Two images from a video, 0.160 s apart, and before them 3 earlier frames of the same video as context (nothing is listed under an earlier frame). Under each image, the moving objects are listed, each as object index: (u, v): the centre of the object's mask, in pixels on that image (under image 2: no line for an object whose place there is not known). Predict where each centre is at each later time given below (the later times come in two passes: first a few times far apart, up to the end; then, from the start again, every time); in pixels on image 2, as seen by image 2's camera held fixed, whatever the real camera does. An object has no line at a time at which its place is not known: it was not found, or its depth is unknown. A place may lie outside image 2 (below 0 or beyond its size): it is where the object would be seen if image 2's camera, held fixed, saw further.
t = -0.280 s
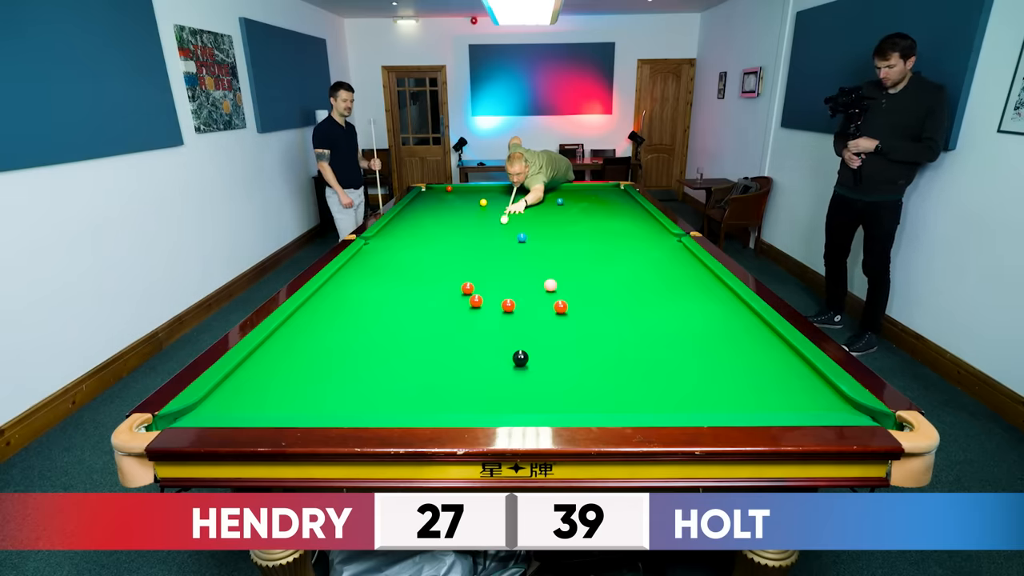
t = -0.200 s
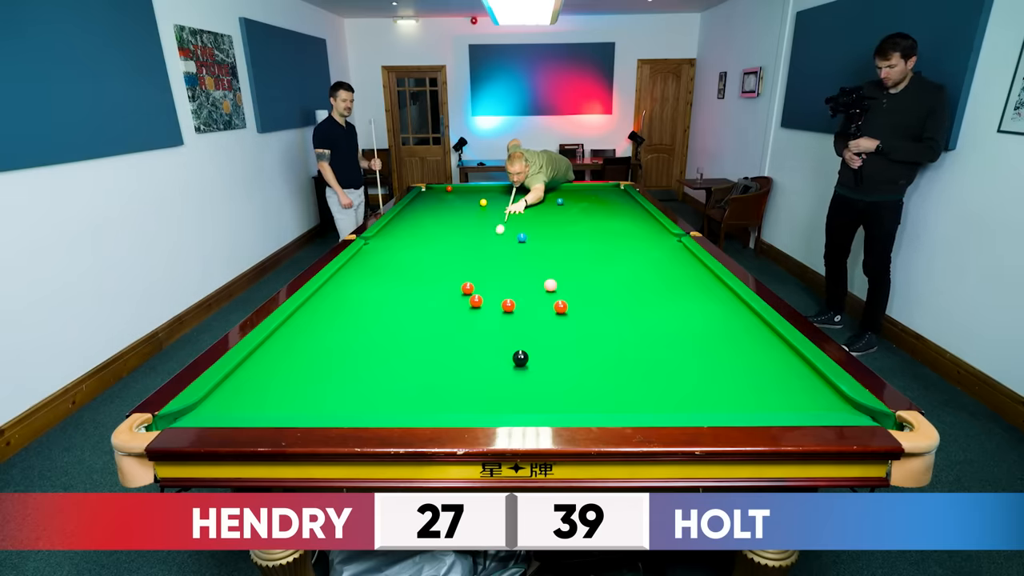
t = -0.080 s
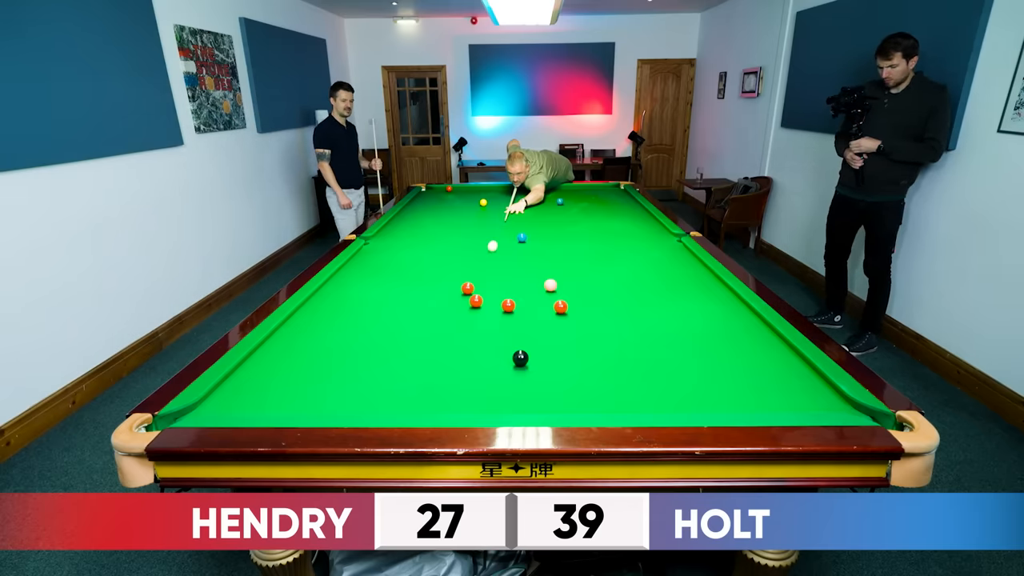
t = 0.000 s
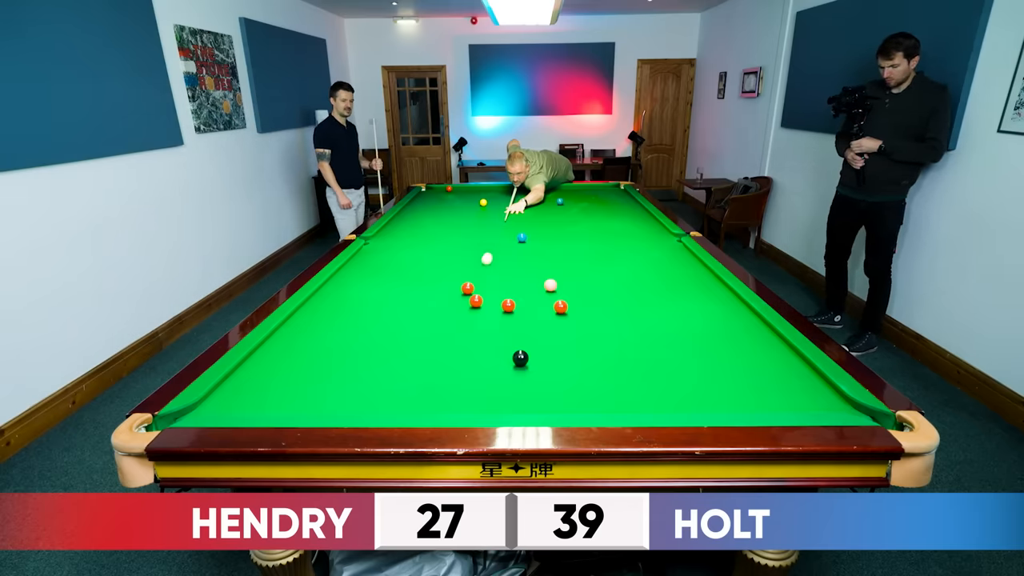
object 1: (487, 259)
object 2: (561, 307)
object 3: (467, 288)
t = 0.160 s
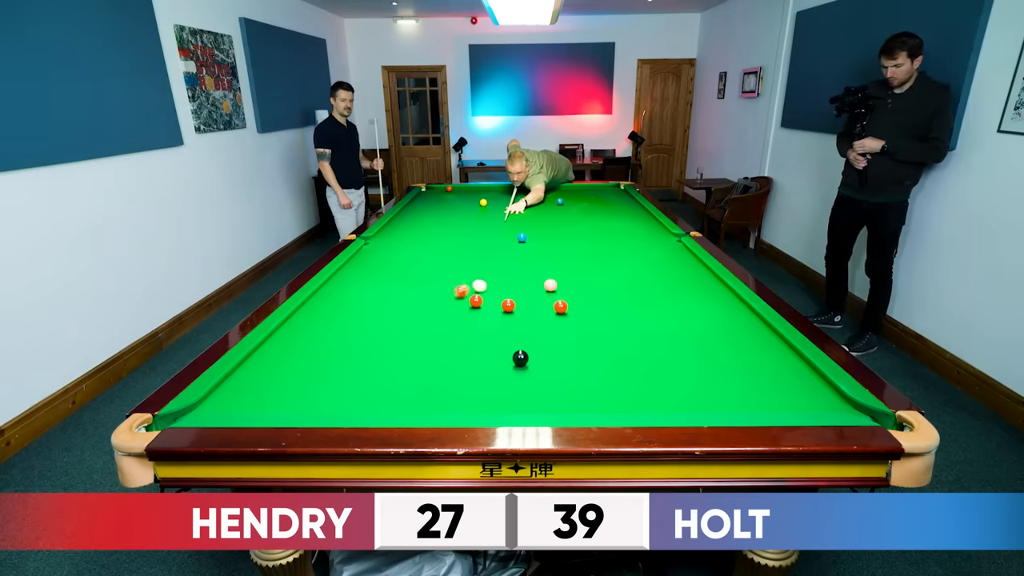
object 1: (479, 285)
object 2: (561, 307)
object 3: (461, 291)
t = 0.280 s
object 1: (501, 291)
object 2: (561, 307)
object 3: (423, 310)
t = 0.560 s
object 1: (546, 302)
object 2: (561, 307)
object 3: (326, 357)
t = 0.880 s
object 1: (568, 302)
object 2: (590, 319)
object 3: (195, 409)
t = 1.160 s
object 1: (584, 302)
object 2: (617, 330)
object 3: (235, 390)
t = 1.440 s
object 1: (598, 302)
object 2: (645, 341)
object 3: (260, 370)
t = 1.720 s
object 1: (611, 302)
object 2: (674, 353)
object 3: (280, 352)
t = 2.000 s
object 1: (622, 301)
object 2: (704, 365)
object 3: (298, 338)
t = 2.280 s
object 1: (632, 301)
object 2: (734, 377)
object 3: (313, 326)
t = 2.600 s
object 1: (641, 301)
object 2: (769, 391)
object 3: (328, 315)
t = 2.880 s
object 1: (648, 301)
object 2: (799, 403)
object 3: (339, 306)
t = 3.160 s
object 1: (653, 301)
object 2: (819, 405)
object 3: (348, 299)
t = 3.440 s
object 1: (657, 301)
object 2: (826, 400)
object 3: (357, 293)
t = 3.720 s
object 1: (659, 301)
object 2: (831, 395)
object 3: (364, 288)
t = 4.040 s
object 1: (660, 301)
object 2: (829, 392)
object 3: (372, 283)
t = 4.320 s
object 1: (660, 301)
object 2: (824, 390)
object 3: (377, 280)
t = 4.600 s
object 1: (660, 301)
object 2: (821, 389)
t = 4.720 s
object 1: (660, 301)
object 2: (821, 389)
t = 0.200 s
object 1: (487, 287)
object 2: (561, 307)
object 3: (449, 297)
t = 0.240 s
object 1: (494, 290)
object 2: (561, 307)
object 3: (436, 303)
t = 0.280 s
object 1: (501, 291)
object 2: (561, 307)
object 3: (423, 310)
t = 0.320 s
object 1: (508, 293)
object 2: (561, 307)
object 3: (410, 316)
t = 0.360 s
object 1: (514, 294)
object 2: (561, 307)
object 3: (397, 322)
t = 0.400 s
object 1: (521, 296)
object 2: (561, 307)
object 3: (383, 329)
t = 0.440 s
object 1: (527, 297)
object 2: (560, 307)
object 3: (369, 336)
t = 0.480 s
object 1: (533, 299)
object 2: (560, 307)
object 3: (356, 342)
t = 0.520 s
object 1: (540, 300)
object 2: (560, 307)
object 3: (341, 349)
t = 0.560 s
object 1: (546, 302)
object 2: (561, 307)
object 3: (326, 357)
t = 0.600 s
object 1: (551, 303)
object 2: (563, 308)
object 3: (310, 365)
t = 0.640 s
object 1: (553, 303)
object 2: (567, 309)
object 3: (293, 372)
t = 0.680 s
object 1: (555, 302)
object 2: (572, 311)
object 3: (275, 381)
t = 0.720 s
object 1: (558, 302)
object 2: (575, 313)
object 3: (256, 390)
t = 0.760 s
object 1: (560, 302)
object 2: (579, 314)
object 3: (236, 400)
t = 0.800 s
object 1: (563, 302)
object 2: (583, 316)
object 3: (216, 407)
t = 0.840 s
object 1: (565, 302)
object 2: (586, 317)
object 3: (199, 409)
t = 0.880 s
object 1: (568, 302)
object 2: (590, 319)
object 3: (195, 409)
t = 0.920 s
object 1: (570, 302)
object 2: (594, 320)
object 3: (203, 410)
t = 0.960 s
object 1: (572, 302)
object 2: (598, 322)
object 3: (211, 407)
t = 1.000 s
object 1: (575, 302)
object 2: (601, 324)
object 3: (217, 405)
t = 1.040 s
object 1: (577, 302)
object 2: (605, 325)
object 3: (222, 401)
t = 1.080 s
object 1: (579, 302)
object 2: (609, 327)
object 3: (227, 397)
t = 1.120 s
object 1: (582, 302)
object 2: (613, 328)
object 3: (231, 394)
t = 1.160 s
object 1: (584, 302)
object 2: (617, 330)
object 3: (235, 390)
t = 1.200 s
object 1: (586, 302)
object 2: (621, 331)
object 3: (239, 387)
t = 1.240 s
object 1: (588, 302)
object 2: (625, 333)
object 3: (242, 384)
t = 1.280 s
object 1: (590, 302)
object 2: (629, 335)
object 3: (246, 381)
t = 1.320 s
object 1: (592, 302)
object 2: (633, 336)
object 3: (249, 378)
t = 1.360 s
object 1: (594, 302)
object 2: (637, 338)
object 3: (253, 375)
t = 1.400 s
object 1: (596, 302)
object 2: (641, 339)
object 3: (256, 372)
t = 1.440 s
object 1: (598, 302)
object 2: (645, 341)
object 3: (260, 370)
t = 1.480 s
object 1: (600, 302)
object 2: (649, 343)
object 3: (263, 367)
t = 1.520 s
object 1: (602, 302)
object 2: (653, 344)
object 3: (266, 364)
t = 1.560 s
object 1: (604, 302)
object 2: (657, 346)
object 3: (269, 362)
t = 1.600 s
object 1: (606, 302)
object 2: (661, 348)
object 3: (272, 359)
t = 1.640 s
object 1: (608, 302)
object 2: (666, 349)
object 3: (275, 357)
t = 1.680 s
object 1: (609, 302)
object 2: (670, 351)
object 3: (278, 355)
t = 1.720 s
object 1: (611, 302)
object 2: (674, 353)
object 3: (280, 352)
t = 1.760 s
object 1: (613, 301)
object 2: (678, 354)
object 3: (283, 350)
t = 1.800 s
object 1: (615, 301)
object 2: (682, 356)
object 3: (286, 348)
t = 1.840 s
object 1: (616, 301)
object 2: (686, 358)
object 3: (288, 346)
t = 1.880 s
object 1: (618, 301)
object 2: (691, 360)
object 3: (291, 344)
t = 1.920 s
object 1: (619, 301)
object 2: (695, 361)
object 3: (293, 342)
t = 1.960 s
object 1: (621, 301)
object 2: (699, 363)
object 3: (296, 340)
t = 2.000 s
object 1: (622, 301)
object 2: (704, 365)
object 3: (298, 338)
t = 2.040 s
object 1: (624, 301)
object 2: (708, 367)
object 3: (300, 336)
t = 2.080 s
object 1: (625, 301)
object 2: (712, 368)
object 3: (303, 335)
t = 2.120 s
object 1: (627, 301)
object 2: (716, 370)
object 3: (305, 333)
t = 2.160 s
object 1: (628, 301)
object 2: (721, 372)
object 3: (307, 331)
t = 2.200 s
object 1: (630, 301)
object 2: (725, 374)
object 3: (309, 330)
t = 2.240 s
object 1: (631, 301)
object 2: (730, 375)
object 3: (311, 328)
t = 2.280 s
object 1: (632, 301)
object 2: (734, 377)
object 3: (313, 326)
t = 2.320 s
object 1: (633, 301)
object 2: (738, 379)
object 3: (315, 325)
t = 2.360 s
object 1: (635, 301)
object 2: (743, 381)
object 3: (317, 323)
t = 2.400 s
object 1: (636, 301)
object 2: (747, 382)
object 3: (319, 322)
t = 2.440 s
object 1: (637, 301)
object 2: (751, 384)
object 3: (321, 320)
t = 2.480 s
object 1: (638, 301)
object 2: (756, 386)
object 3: (322, 319)
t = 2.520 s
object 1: (639, 301)
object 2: (760, 388)
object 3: (324, 318)
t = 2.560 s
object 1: (640, 301)
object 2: (764, 389)
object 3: (326, 316)
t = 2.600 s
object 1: (641, 301)
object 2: (769, 391)
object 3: (328, 315)
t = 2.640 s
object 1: (643, 301)
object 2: (773, 393)
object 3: (329, 314)
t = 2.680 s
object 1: (644, 301)
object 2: (778, 395)
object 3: (331, 312)
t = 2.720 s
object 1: (645, 301)
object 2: (782, 397)
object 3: (333, 311)
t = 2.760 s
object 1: (645, 301)
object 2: (786, 398)
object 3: (334, 310)
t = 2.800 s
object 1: (647, 301)
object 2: (791, 400)
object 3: (336, 309)
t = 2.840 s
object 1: (647, 301)
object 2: (795, 402)
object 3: (337, 307)
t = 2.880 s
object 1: (648, 301)
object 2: (799, 403)
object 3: (339, 306)
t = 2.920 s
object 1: (649, 301)
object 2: (804, 404)
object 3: (340, 305)
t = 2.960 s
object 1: (650, 301)
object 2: (808, 405)
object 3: (342, 304)
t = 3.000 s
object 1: (651, 301)
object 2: (812, 406)
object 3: (343, 303)
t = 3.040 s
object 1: (651, 301)
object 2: (815, 406)
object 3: (345, 302)
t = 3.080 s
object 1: (652, 301)
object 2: (816, 406)
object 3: (346, 301)
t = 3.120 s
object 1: (653, 301)
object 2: (817, 405)
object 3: (347, 300)
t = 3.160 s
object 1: (653, 301)
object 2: (819, 405)
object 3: (348, 299)
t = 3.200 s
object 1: (654, 300)
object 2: (820, 404)
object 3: (350, 298)
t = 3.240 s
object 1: (655, 301)
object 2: (821, 404)
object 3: (351, 297)
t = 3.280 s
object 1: (655, 300)
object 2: (822, 403)
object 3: (352, 296)
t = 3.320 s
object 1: (656, 301)
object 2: (823, 402)
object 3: (353, 296)
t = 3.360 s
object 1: (656, 300)
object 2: (824, 402)
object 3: (355, 295)
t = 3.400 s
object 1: (657, 300)
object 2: (825, 401)
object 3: (356, 294)
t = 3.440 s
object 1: (657, 301)
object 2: (826, 400)
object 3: (357, 293)
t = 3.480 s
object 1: (658, 301)
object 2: (826, 400)
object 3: (358, 293)
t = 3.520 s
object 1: (658, 301)
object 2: (827, 399)
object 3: (359, 292)
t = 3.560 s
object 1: (658, 301)
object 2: (828, 398)
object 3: (360, 291)
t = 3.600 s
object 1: (658, 301)
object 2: (829, 397)
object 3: (362, 290)
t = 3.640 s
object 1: (659, 301)
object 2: (830, 397)
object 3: (363, 290)
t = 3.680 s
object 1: (659, 301)
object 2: (830, 396)
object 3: (363, 289)
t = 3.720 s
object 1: (659, 301)
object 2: (831, 395)
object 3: (364, 288)
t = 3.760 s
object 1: (659, 301)
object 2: (832, 395)
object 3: (366, 287)
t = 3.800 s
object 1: (660, 301)
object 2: (833, 394)
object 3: (367, 287)
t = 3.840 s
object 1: (660, 301)
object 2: (833, 394)
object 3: (367, 286)
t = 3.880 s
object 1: (660, 301)
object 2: (833, 393)
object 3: (368, 285)
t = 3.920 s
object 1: (660, 301)
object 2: (832, 393)
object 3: (369, 285)
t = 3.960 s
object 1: (660, 301)
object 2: (831, 392)
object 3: (370, 284)
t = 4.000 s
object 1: (660, 301)
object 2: (830, 392)
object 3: (371, 284)
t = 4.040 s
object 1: (660, 301)
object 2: (829, 392)
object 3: (372, 283)
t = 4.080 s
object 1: (660, 301)
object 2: (828, 391)
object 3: (373, 283)
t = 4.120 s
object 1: (660, 301)
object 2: (827, 391)
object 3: (373, 282)
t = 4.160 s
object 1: (660, 301)
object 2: (827, 391)
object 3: (374, 282)
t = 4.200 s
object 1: (660, 301)
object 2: (826, 390)
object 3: (375, 281)
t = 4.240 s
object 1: (660, 301)
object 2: (825, 390)
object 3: (376, 280)
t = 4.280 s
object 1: (660, 301)
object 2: (824, 390)
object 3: (377, 280)
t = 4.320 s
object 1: (660, 301)
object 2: (824, 390)
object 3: (377, 280)
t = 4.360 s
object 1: (660, 301)
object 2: (823, 390)
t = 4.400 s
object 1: (660, 301)
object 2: (823, 390)
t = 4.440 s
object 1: (660, 301)
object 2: (822, 389)
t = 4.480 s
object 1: (660, 301)
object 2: (822, 389)
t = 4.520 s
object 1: (660, 301)
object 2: (822, 389)
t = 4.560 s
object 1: (660, 301)
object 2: (822, 389)
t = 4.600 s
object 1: (660, 301)
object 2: (821, 389)
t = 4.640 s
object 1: (660, 301)
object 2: (821, 389)
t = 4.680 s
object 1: (660, 301)
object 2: (821, 389)
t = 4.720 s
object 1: (660, 301)
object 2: (821, 389)
